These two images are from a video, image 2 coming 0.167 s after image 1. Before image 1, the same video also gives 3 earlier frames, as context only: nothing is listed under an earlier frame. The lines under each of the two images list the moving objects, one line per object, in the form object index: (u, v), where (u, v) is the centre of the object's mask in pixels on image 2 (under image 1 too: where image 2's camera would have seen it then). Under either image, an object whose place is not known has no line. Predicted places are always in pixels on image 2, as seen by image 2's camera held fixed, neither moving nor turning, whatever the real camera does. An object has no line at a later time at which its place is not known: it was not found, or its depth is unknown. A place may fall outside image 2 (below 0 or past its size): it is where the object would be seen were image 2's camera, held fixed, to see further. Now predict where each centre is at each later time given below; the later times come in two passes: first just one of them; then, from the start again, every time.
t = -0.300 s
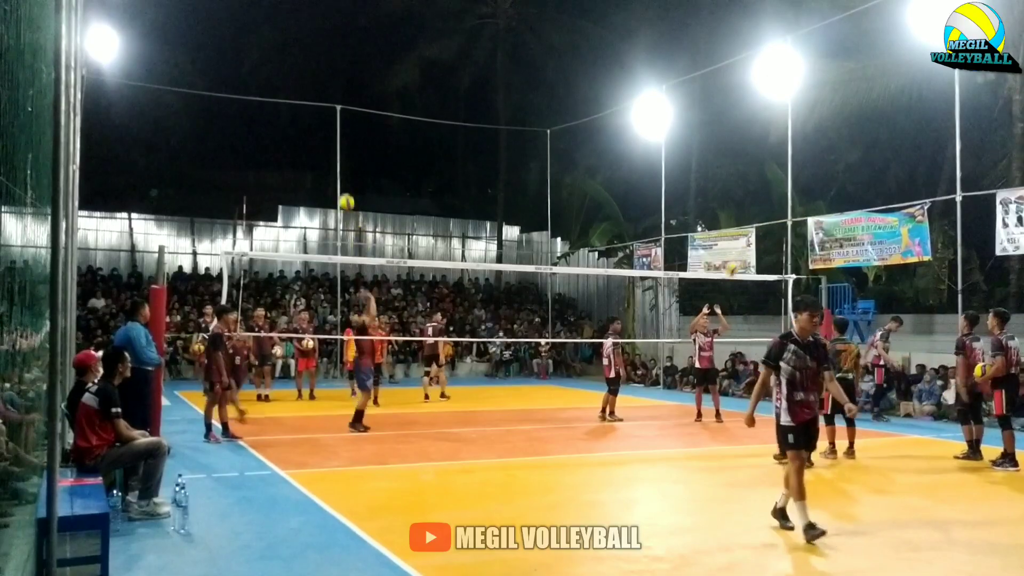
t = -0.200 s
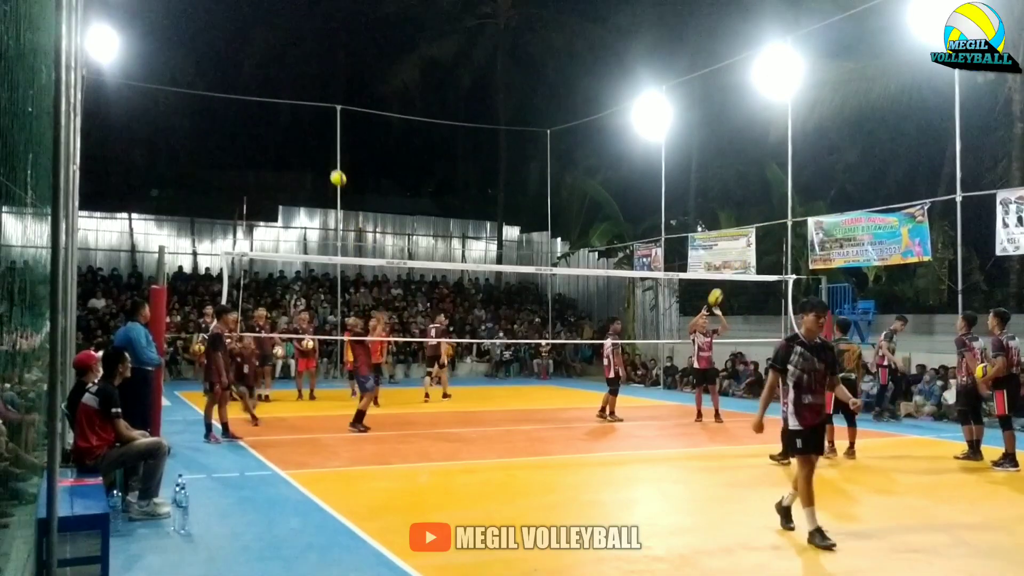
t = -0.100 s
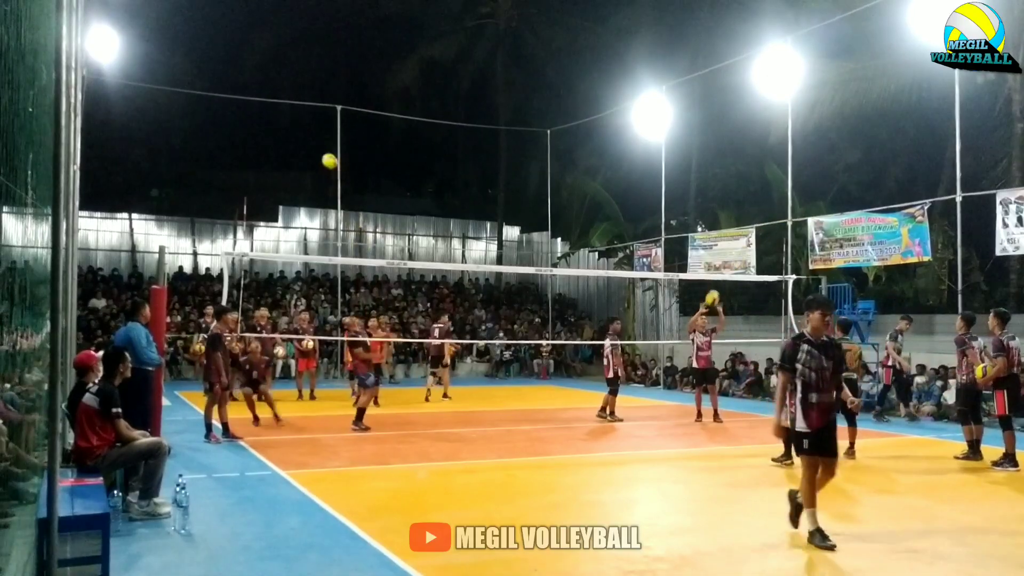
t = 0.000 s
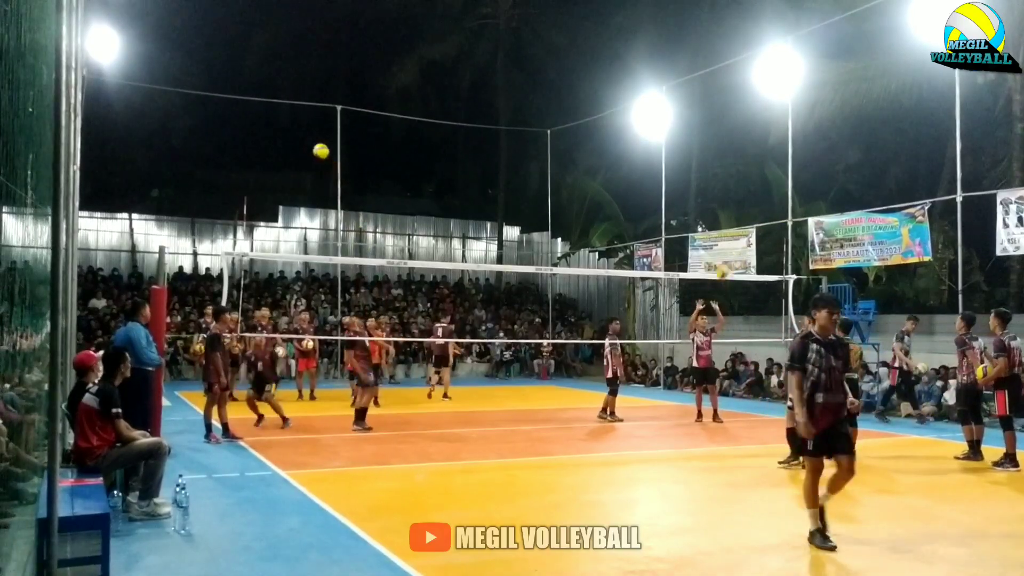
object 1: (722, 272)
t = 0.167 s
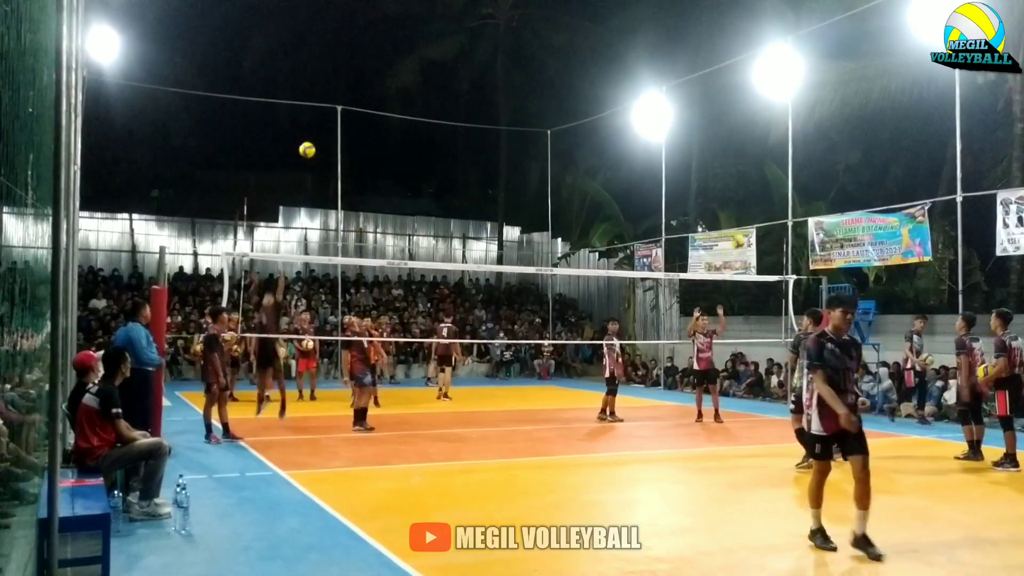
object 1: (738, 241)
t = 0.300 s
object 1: (751, 229)
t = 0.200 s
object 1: (741, 237)
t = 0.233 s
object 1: (744, 234)
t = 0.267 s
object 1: (747, 231)
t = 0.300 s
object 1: (751, 229)
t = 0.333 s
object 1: (754, 228)
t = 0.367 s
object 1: (757, 227)
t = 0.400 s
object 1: (761, 227)
